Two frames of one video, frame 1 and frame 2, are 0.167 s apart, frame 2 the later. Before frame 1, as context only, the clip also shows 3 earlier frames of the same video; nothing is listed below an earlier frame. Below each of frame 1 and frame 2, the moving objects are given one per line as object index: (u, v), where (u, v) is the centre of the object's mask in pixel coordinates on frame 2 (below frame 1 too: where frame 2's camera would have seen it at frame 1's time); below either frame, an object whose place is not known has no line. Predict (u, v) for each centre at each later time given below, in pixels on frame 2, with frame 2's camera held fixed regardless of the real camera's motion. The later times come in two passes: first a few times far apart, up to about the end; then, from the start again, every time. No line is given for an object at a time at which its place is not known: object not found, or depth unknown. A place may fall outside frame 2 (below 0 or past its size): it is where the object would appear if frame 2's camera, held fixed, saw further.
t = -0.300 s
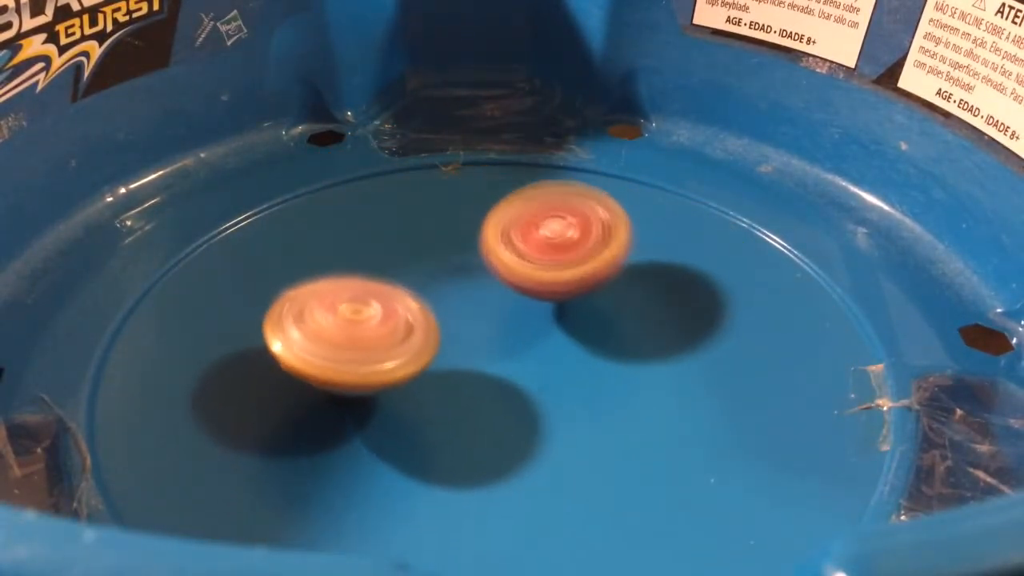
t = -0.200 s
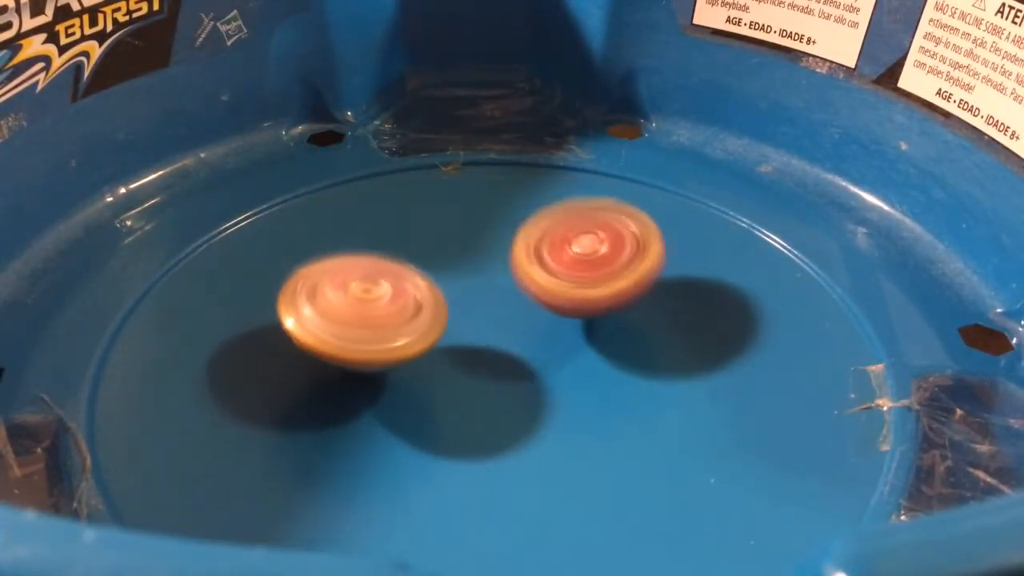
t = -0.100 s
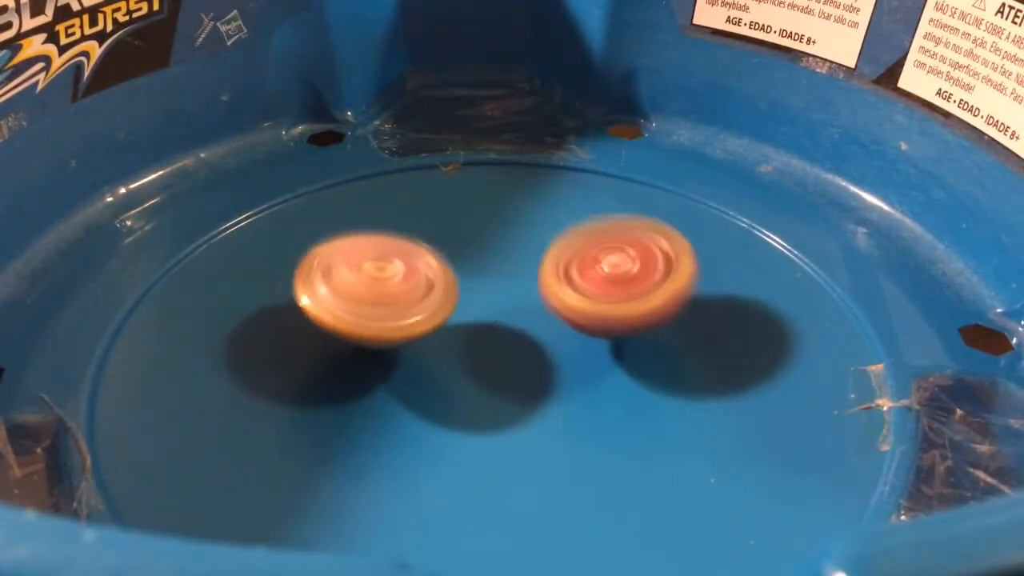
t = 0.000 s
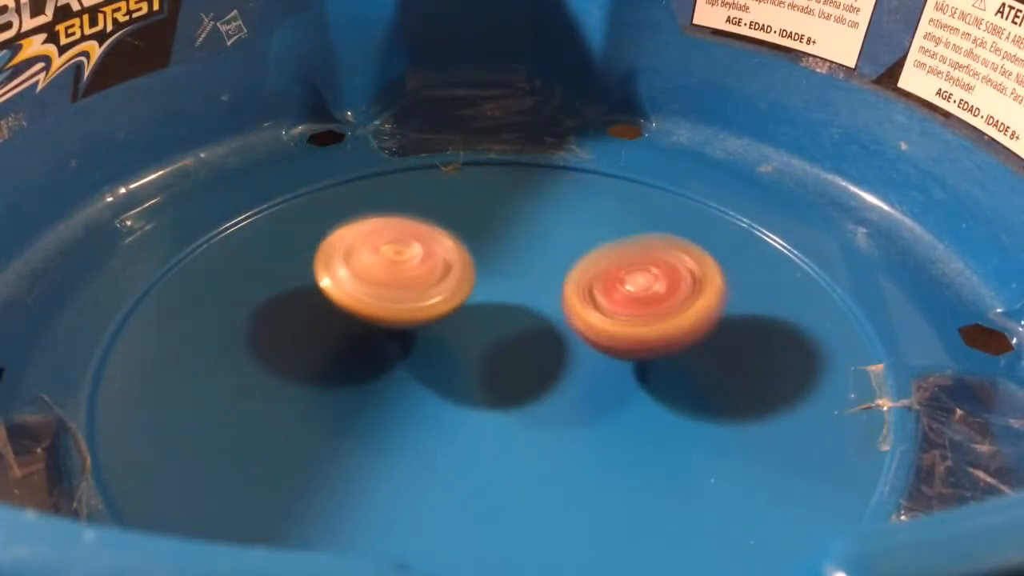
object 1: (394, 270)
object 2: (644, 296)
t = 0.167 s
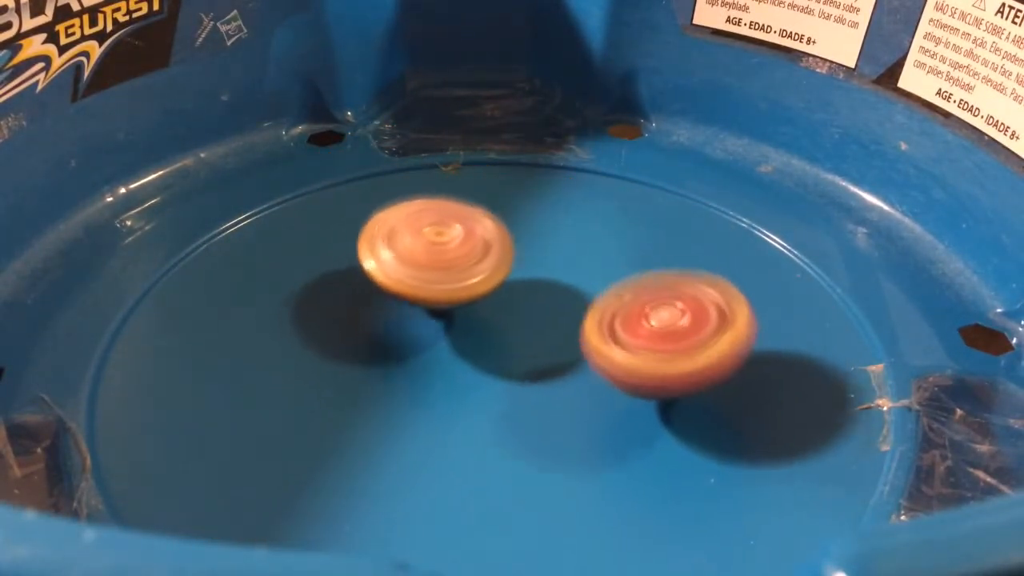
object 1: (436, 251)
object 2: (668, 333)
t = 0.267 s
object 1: (463, 245)
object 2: (668, 353)
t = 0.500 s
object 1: (524, 249)
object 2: (616, 393)
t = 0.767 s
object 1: (597, 279)
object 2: (485, 408)
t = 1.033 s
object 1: (635, 326)
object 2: (364, 381)
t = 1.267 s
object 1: (630, 369)
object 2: (332, 338)
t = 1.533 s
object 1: (559, 400)
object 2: (378, 285)
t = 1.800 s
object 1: (463, 397)
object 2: (464, 250)
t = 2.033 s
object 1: (397, 366)
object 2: (540, 246)
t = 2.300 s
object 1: (371, 316)
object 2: (607, 274)
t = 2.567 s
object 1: (405, 278)
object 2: (630, 329)
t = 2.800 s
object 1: (464, 263)
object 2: (600, 378)
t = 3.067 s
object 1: (537, 271)
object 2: (508, 406)
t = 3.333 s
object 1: (597, 302)
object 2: (409, 386)
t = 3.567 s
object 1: (619, 339)
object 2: (372, 338)
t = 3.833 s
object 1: (586, 376)
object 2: (393, 284)
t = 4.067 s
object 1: (515, 389)
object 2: (450, 258)
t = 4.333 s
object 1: (429, 373)
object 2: (530, 261)
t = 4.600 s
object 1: (388, 333)
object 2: (601, 291)
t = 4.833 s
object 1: (402, 298)
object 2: (623, 332)
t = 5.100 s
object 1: (456, 275)
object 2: (582, 374)
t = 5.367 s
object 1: (528, 274)
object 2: (483, 388)
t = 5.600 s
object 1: (578, 297)
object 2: (404, 367)
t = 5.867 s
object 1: (599, 336)
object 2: (377, 322)
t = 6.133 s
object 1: (568, 372)
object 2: (420, 281)
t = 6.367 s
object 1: (509, 384)
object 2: (486, 265)
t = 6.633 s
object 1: (439, 365)
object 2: (562, 276)
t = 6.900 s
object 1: (413, 325)
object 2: (607, 312)
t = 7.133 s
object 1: (429, 293)
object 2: (596, 350)
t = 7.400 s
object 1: (477, 274)
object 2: (526, 381)
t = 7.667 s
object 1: (537, 285)
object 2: (434, 376)
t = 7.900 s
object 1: (572, 314)
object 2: (393, 341)
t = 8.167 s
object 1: (571, 354)
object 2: (410, 299)
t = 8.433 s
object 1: (528, 380)
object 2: (473, 270)
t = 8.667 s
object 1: (478, 379)
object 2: (532, 265)
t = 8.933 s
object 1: (417, 350)
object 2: (596, 288)
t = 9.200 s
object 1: (330, 333)
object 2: (737, 277)
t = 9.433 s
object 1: (373, 305)
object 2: (699, 300)
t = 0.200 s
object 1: (445, 248)
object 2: (669, 340)
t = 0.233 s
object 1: (454, 246)
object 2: (670, 347)
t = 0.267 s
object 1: (463, 245)
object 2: (668, 353)
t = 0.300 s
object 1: (471, 244)
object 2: (666, 359)
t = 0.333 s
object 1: (480, 243)
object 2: (661, 366)
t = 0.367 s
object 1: (488, 243)
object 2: (655, 372)
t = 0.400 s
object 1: (497, 243)
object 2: (647, 378)
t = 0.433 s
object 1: (506, 244)
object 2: (638, 383)
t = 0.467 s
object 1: (515, 246)
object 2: (628, 388)
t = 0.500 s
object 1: (524, 249)
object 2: (616, 393)
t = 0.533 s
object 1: (533, 252)
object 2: (603, 396)
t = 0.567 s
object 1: (543, 255)
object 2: (588, 400)
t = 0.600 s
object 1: (552, 259)
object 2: (572, 403)
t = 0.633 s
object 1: (562, 262)
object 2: (557, 405)
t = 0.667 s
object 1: (572, 266)
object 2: (539, 407)
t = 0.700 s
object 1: (581, 270)
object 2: (522, 409)
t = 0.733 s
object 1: (589, 275)
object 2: (502, 409)
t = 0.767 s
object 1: (597, 279)
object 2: (485, 408)
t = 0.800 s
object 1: (604, 284)
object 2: (467, 407)
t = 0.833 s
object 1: (611, 289)
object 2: (449, 405)
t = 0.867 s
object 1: (616, 295)
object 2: (432, 402)
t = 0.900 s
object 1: (621, 301)
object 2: (415, 399)
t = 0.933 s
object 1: (626, 308)
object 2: (401, 396)
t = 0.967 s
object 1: (630, 314)
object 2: (388, 392)
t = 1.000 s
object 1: (633, 320)
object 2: (375, 387)
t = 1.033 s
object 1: (635, 326)
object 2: (364, 381)
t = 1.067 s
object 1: (637, 333)
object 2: (354, 375)
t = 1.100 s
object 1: (638, 340)
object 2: (346, 370)
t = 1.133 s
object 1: (638, 346)
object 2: (340, 364)
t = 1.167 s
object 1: (638, 352)
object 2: (336, 358)
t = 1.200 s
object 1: (636, 358)
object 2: (334, 352)
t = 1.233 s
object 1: (633, 364)
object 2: (332, 345)
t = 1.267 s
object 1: (630, 369)
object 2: (332, 338)
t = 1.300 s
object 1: (624, 374)
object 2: (334, 331)
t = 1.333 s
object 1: (618, 379)
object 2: (337, 325)
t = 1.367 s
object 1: (610, 384)
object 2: (342, 318)
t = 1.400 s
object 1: (602, 388)
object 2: (348, 311)
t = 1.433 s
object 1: (592, 391)
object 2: (354, 304)
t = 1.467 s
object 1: (582, 395)
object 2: (361, 298)
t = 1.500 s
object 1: (570, 398)
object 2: (370, 291)
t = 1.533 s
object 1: (559, 400)
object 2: (378, 285)
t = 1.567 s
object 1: (547, 402)
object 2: (388, 279)
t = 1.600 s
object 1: (534, 402)
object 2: (398, 274)
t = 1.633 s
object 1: (522, 403)
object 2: (408, 268)
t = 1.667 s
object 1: (510, 403)
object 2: (419, 264)
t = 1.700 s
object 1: (498, 403)
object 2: (430, 260)
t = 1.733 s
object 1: (486, 402)
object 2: (440, 256)
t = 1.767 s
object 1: (474, 400)
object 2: (452, 252)
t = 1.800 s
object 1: (463, 397)
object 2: (464, 250)
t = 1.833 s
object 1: (451, 394)
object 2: (475, 247)
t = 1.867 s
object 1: (440, 391)
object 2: (486, 245)
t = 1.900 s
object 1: (430, 387)
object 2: (497, 244)
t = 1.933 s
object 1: (421, 382)
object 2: (508, 243)
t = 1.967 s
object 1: (413, 377)
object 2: (519, 243)
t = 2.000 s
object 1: (404, 371)
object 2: (530, 244)
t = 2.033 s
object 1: (397, 366)
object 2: (540, 246)
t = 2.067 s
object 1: (391, 360)
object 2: (550, 247)
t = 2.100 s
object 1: (385, 354)
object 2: (559, 249)
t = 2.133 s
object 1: (380, 348)
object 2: (569, 252)
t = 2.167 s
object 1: (376, 342)
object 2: (578, 256)
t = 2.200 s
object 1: (374, 335)
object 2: (586, 259)
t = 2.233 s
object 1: (371, 329)
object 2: (594, 263)
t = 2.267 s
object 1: (371, 323)
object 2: (601, 269)
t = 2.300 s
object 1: (371, 316)
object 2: (607, 274)
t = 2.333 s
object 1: (372, 311)
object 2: (612, 280)
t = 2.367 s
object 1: (374, 305)
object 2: (618, 285)
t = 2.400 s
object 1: (378, 300)
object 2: (622, 292)
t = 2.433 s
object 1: (381, 295)
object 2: (625, 300)
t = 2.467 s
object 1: (387, 290)
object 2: (628, 306)
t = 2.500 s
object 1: (392, 286)
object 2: (630, 313)
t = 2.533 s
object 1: (398, 282)
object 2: (631, 321)
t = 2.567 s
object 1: (405, 278)
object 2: (630, 329)
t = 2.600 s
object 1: (412, 274)
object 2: (628, 336)
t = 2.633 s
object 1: (420, 271)
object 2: (626, 343)
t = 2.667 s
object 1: (428, 269)
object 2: (624, 351)
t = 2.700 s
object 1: (436, 267)
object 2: (619, 359)
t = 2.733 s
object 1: (446, 265)
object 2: (613, 366)
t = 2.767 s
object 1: (454, 264)
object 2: (606, 372)
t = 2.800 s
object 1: (464, 263)
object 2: (600, 378)
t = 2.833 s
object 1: (473, 262)
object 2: (591, 384)
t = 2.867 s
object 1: (482, 262)
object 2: (581, 389)
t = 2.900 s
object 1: (492, 263)
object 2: (570, 394)
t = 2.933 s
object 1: (501, 264)
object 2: (559, 398)
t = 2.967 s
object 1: (510, 265)
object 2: (548, 401)
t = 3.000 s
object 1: (519, 267)
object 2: (536, 405)
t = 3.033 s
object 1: (528, 269)
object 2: (522, 405)
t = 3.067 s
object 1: (537, 271)
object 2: (508, 406)
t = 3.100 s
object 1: (545, 274)
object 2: (495, 406)
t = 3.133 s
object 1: (554, 277)
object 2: (482, 406)
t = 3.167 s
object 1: (562, 281)
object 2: (468, 405)
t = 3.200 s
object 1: (570, 285)
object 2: (454, 402)
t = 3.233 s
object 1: (577, 289)
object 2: (442, 399)
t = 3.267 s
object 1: (584, 293)
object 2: (430, 395)
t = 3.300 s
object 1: (591, 298)
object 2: (419, 391)
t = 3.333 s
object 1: (597, 302)
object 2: (409, 386)
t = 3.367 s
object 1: (602, 308)
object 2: (400, 380)
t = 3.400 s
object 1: (607, 313)
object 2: (393, 374)
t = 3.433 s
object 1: (612, 318)
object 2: (387, 367)
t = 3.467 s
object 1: (615, 323)
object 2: (382, 361)
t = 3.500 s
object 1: (617, 329)
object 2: (377, 354)
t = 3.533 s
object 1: (619, 334)
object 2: (373, 346)
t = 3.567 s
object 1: (619, 339)
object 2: (372, 338)
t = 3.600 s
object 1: (618, 345)
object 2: (371, 331)
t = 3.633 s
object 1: (617, 350)
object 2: (372, 324)
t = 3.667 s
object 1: (615, 355)
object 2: (373, 317)
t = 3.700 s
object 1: (611, 360)
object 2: (375, 310)
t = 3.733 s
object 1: (607, 365)
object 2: (378, 303)
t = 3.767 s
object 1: (601, 369)
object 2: (383, 296)
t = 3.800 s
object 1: (594, 373)
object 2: (388, 290)
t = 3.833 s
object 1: (586, 376)
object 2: (393, 284)
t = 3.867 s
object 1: (577, 379)
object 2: (399, 279)
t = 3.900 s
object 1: (568, 382)
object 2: (406, 274)
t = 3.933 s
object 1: (558, 384)
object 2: (414, 270)
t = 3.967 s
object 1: (548, 386)
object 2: (422, 266)
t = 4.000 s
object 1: (537, 387)
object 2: (432, 263)
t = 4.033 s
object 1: (526, 388)
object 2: (440, 260)
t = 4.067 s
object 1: (515, 389)
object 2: (450, 258)
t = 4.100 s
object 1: (504, 388)
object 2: (459, 256)
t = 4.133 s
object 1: (493, 388)
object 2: (469, 255)
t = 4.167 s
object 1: (481, 386)
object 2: (479, 254)
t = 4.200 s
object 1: (470, 385)
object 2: (489, 254)
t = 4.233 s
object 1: (459, 382)
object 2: (499, 255)
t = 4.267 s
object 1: (448, 380)
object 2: (510, 257)
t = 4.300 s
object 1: (438, 377)
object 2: (520, 259)
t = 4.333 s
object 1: (429, 373)
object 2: (530, 261)
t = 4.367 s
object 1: (421, 369)
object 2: (540, 263)
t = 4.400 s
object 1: (414, 364)
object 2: (549, 266)
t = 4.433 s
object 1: (407, 359)
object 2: (559, 269)
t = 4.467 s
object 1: (401, 354)
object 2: (568, 272)
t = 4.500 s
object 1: (397, 349)
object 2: (577, 276)
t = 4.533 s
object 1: (393, 344)
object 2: (586, 281)
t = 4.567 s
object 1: (390, 338)
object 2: (593, 286)
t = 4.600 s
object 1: (388, 333)
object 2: (601, 291)
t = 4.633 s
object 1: (387, 327)
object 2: (607, 297)
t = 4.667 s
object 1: (388, 322)
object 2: (612, 303)
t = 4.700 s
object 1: (389, 317)
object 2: (616, 309)
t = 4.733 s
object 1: (390, 312)
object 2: (620, 315)
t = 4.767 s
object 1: (393, 307)
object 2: (622, 320)
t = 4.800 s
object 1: (397, 303)
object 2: (624, 326)
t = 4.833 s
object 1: (402, 298)
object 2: (623, 332)
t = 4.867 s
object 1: (407, 294)
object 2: (623, 338)
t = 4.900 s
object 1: (412, 290)
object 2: (621, 344)
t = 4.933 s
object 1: (418, 287)
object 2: (618, 350)
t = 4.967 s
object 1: (425, 284)
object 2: (613, 355)
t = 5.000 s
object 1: (431, 281)
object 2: (608, 361)
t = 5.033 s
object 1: (440, 279)
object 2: (600, 366)
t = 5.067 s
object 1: (447, 277)
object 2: (591, 370)
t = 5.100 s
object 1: (456, 275)
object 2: (582, 374)
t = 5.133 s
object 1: (465, 274)
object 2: (571, 378)
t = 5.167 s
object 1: (474, 272)
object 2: (561, 381)
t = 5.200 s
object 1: (483, 272)
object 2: (549, 383)
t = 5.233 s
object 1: (491, 271)
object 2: (537, 385)
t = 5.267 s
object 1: (501, 271)
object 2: (524, 387)
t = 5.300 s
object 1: (510, 271)
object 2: (510, 388)
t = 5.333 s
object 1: (519, 273)
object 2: (497, 389)
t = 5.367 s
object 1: (528, 274)
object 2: (483, 388)
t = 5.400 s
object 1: (536, 276)
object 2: (470, 387)
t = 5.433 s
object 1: (544, 279)
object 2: (457, 385)
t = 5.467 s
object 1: (552, 282)
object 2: (445, 382)
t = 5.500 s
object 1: (559, 285)
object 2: (434, 379)
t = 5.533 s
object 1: (566, 289)
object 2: (423, 375)
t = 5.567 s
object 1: (572, 292)
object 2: (413, 372)
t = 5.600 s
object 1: (578, 297)
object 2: (404, 367)
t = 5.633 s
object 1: (583, 301)
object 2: (396, 362)
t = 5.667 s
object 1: (587, 306)
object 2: (390, 357)
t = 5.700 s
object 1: (591, 311)
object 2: (384, 351)
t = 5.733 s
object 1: (594, 316)
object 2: (380, 346)
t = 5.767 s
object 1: (597, 321)
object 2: (378, 340)
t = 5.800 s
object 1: (598, 326)
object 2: (377, 334)
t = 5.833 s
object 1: (599, 331)
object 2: (376, 328)
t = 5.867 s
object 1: (599, 336)
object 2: (377, 322)
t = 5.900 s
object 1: (598, 341)
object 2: (379, 315)
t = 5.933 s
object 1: (596, 346)
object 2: (383, 310)
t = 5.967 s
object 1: (594, 351)
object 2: (387, 304)
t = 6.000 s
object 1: (591, 356)
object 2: (392, 299)
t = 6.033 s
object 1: (586, 360)
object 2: (398, 294)
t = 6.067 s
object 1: (580, 364)
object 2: (404, 290)
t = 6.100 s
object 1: (575, 368)
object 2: (412, 285)
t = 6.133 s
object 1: (568, 372)
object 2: (420, 281)
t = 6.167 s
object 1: (560, 375)
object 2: (429, 278)
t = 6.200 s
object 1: (552, 378)
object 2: (438, 275)
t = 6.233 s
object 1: (544, 380)
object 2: (447, 272)
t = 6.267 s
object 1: (536, 382)
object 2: (456, 270)
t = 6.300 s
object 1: (527, 383)
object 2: (465, 268)
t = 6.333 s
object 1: (518, 384)
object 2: (475, 266)
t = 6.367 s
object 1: (509, 384)
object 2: (486, 265)
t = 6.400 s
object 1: (500, 384)
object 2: (496, 264)
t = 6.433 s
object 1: (490, 383)
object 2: (506, 264)
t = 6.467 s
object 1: (481, 381)
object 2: (516, 265)
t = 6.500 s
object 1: (471, 379)
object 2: (526, 266)
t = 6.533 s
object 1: (463, 376)
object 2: (536, 268)
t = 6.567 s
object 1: (454, 373)
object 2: (545, 270)
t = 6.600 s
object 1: (446, 369)
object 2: (554, 273)
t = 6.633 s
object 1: (439, 365)
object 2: (562, 276)
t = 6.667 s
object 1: (433, 361)
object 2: (570, 280)
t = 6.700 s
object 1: (428, 356)
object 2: (578, 284)
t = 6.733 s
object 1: (423, 352)
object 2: (585, 288)
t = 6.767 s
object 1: (420, 347)
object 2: (591, 292)
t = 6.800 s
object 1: (417, 341)
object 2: (596, 297)
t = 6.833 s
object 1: (414, 336)
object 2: (600, 302)
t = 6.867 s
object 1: (413, 331)
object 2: (604, 307)
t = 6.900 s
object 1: (413, 325)
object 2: (607, 312)
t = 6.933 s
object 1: (413, 320)
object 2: (609, 317)
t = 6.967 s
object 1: (414, 315)
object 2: (610, 322)
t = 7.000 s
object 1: (415, 310)
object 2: (609, 328)
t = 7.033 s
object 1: (418, 306)
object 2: (607, 333)
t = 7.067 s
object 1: (421, 301)
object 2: (604, 339)
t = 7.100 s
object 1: (425, 297)
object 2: (601, 345)
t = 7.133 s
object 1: (429, 293)
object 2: (596, 350)
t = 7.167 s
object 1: (434, 289)
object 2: (590, 356)
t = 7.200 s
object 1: (439, 286)
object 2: (582, 360)
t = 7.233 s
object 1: (445, 284)
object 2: (574, 365)
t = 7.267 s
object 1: (450, 281)
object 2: (566, 369)
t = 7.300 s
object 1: (456, 278)
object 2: (557, 372)
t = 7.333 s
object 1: (463, 277)
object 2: (547, 375)
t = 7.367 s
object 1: (470, 275)
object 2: (537, 378)
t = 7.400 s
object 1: (477, 274)
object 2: (526, 381)
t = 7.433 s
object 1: (485, 274)
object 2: (515, 382)
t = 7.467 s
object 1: (493, 274)
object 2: (503, 383)
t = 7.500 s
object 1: (501, 275)
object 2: (491, 386)
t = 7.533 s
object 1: (508, 276)
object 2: (478, 383)
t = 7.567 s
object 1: (516, 277)
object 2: (466, 382)
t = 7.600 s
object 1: (523, 279)
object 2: (455, 381)
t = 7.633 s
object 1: (530, 282)
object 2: (444, 378)
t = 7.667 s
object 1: (537, 285)
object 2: (434, 376)
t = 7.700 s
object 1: (543, 289)
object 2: (424, 370)
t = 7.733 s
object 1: (549, 293)
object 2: (416, 366)
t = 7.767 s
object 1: (555, 296)
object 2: (410, 361)
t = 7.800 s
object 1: (560, 300)
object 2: (404, 357)
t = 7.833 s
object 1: (564, 305)
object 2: (399, 352)
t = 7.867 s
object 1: (568, 309)
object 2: (395, 346)
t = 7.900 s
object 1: (572, 314)
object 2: (393, 341)
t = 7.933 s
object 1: (575, 319)
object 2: (391, 335)
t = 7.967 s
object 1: (577, 324)
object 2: (390, 329)
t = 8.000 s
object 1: (577, 329)
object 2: (391, 323)
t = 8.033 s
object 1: (577, 334)
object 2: (393, 318)
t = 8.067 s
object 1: (577, 339)
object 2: (395, 313)
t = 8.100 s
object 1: (576, 344)
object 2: (399, 308)
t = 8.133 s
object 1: (574, 349)
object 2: (404, 303)
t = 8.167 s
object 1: (571, 354)
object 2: (410, 299)
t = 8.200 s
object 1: (567, 358)
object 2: (416, 294)
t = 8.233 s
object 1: (563, 363)
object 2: (423, 290)
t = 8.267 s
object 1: (558, 366)
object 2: (431, 286)
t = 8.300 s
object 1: (553, 369)
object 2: (439, 282)
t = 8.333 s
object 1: (547, 372)
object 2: (447, 279)
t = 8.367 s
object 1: (541, 375)
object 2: (455, 276)
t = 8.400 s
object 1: (534, 377)
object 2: (463, 273)
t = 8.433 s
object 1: (528, 380)
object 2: (473, 270)
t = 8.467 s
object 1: (522, 382)
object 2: (482, 268)
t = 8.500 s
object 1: (516, 383)
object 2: (490, 266)
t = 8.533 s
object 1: (509, 383)
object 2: (499, 264)
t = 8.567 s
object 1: (501, 383)
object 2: (507, 263)
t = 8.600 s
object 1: (493, 382)
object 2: (515, 263)
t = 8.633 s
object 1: (486, 381)
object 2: (524, 264)
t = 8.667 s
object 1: (478, 379)
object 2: (532, 265)
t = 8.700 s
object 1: (470, 377)
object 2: (540, 267)
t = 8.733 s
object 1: (463, 374)
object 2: (548, 270)
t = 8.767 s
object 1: (457, 371)
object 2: (555, 272)
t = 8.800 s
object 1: (451, 367)
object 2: (562, 275)
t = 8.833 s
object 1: (445, 363)
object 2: (567, 279)
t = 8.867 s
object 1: (440, 358)
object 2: (572, 283)
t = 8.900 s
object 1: (435, 354)
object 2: (577, 287)
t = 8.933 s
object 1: (417, 350)
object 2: (596, 288)
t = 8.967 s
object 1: (382, 349)
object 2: (629, 286)
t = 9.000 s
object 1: (356, 348)
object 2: (655, 284)
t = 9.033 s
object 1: (341, 347)
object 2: (680, 282)
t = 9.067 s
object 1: (333, 346)
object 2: (697, 280)
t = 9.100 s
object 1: (329, 344)
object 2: (711, 278)
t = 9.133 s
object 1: (327, 341)
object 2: (722, 277)
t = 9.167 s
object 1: (328, 338)
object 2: (731, 277)
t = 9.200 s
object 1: (330, 333)
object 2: (737, 277)
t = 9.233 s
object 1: (333, 329)
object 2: (740, 277)
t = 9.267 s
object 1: (337, 324)
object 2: (740, 279)
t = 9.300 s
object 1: (342, 320)
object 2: (737, 282)
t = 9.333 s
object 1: (348, 316)
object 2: (731, 286)
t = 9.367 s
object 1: (356, 313)
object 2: (721, 290)
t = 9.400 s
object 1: (364, 309)
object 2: (712, 294)
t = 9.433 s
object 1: (373, 305)
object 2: (699, 300)
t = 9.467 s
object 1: (383, 302)
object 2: (682, 305)
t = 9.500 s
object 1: (394, 299)
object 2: (662, 313)
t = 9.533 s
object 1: (406, 297)
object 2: (639, 320)
